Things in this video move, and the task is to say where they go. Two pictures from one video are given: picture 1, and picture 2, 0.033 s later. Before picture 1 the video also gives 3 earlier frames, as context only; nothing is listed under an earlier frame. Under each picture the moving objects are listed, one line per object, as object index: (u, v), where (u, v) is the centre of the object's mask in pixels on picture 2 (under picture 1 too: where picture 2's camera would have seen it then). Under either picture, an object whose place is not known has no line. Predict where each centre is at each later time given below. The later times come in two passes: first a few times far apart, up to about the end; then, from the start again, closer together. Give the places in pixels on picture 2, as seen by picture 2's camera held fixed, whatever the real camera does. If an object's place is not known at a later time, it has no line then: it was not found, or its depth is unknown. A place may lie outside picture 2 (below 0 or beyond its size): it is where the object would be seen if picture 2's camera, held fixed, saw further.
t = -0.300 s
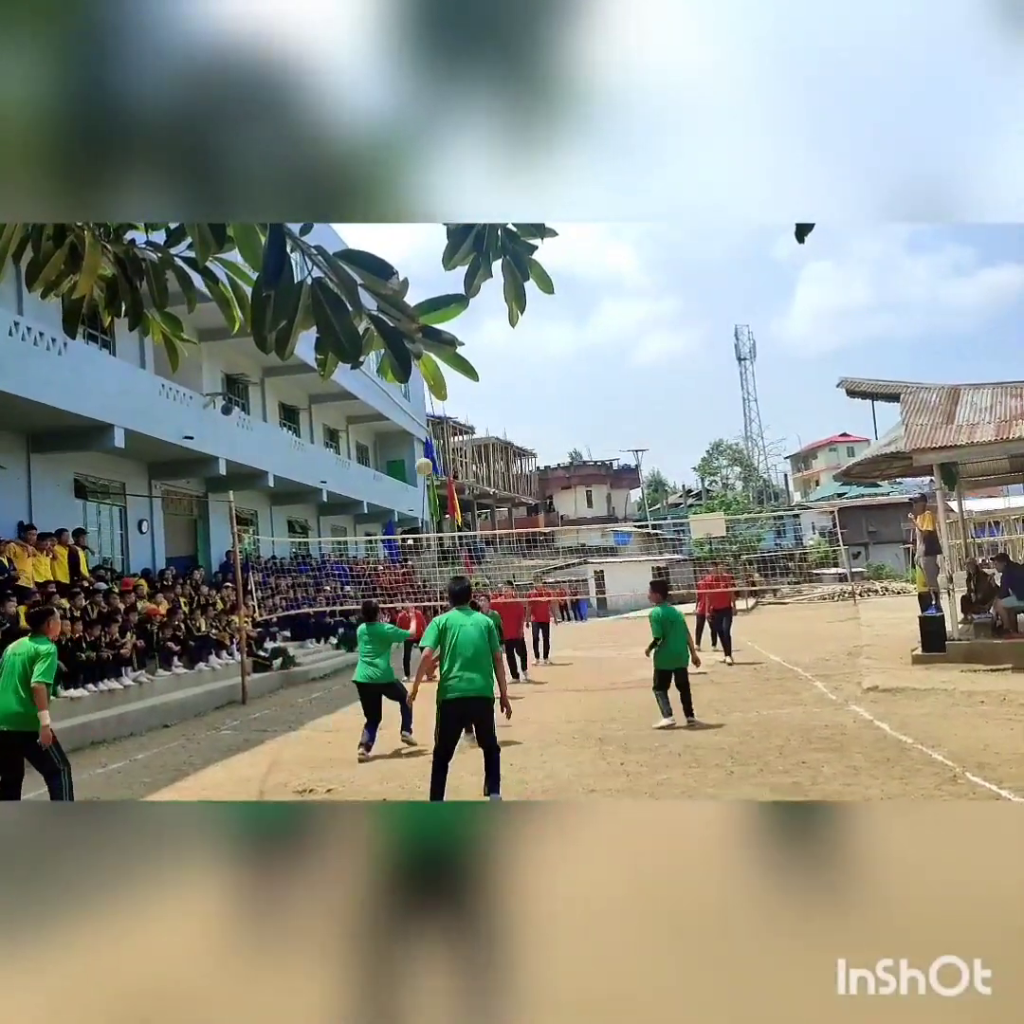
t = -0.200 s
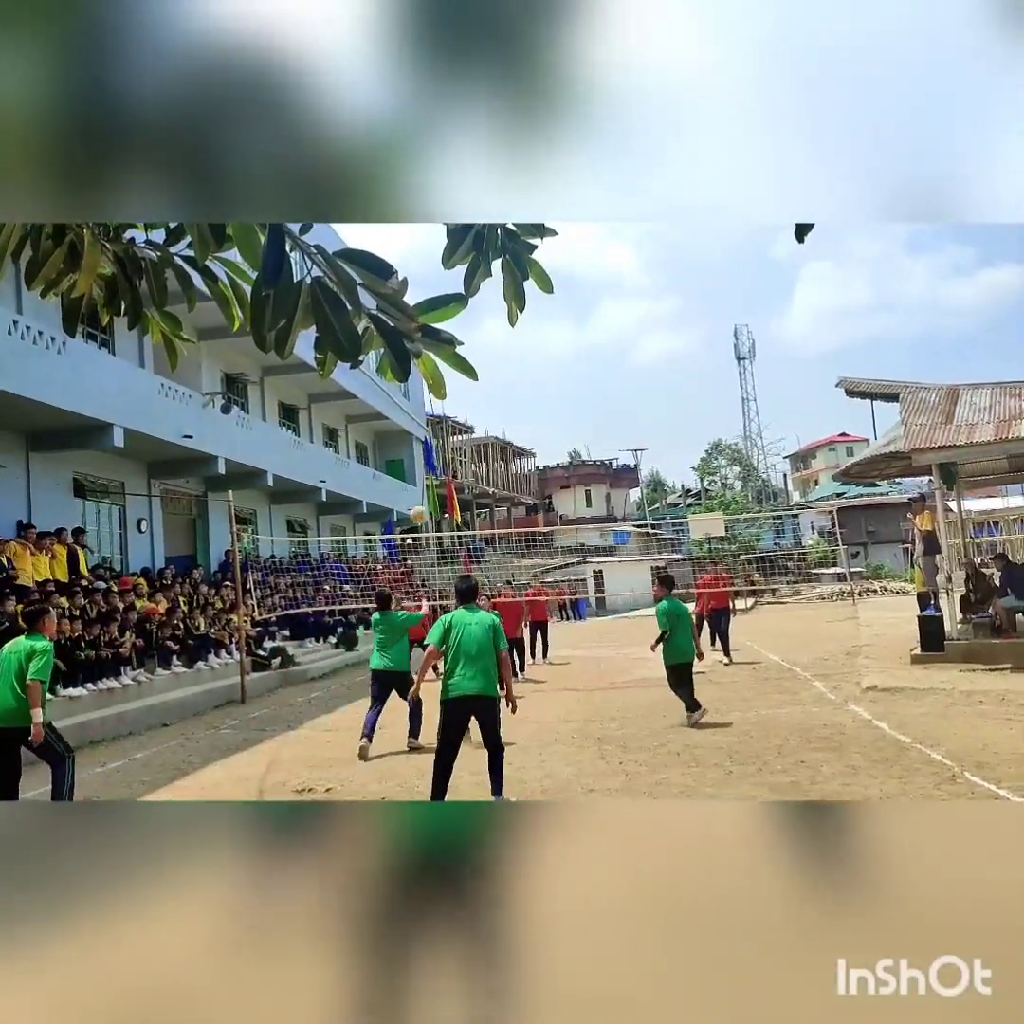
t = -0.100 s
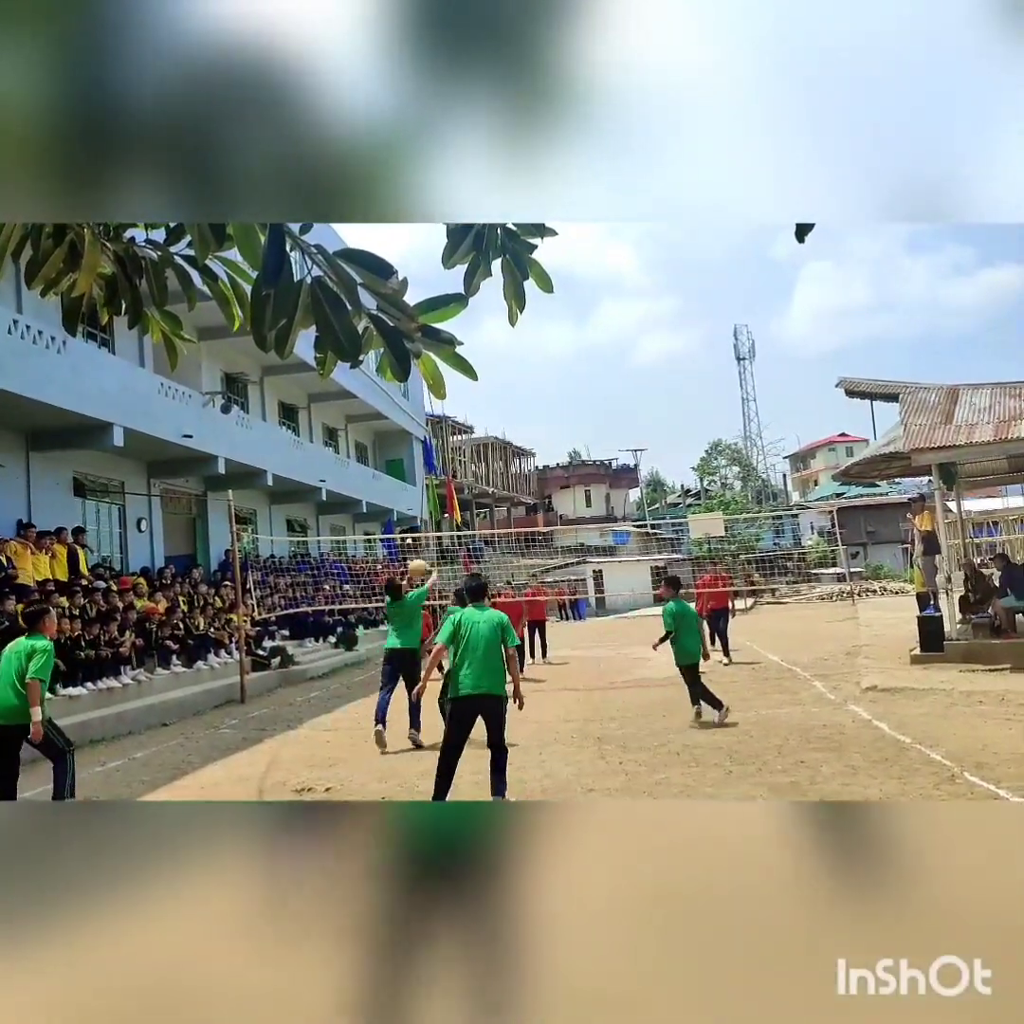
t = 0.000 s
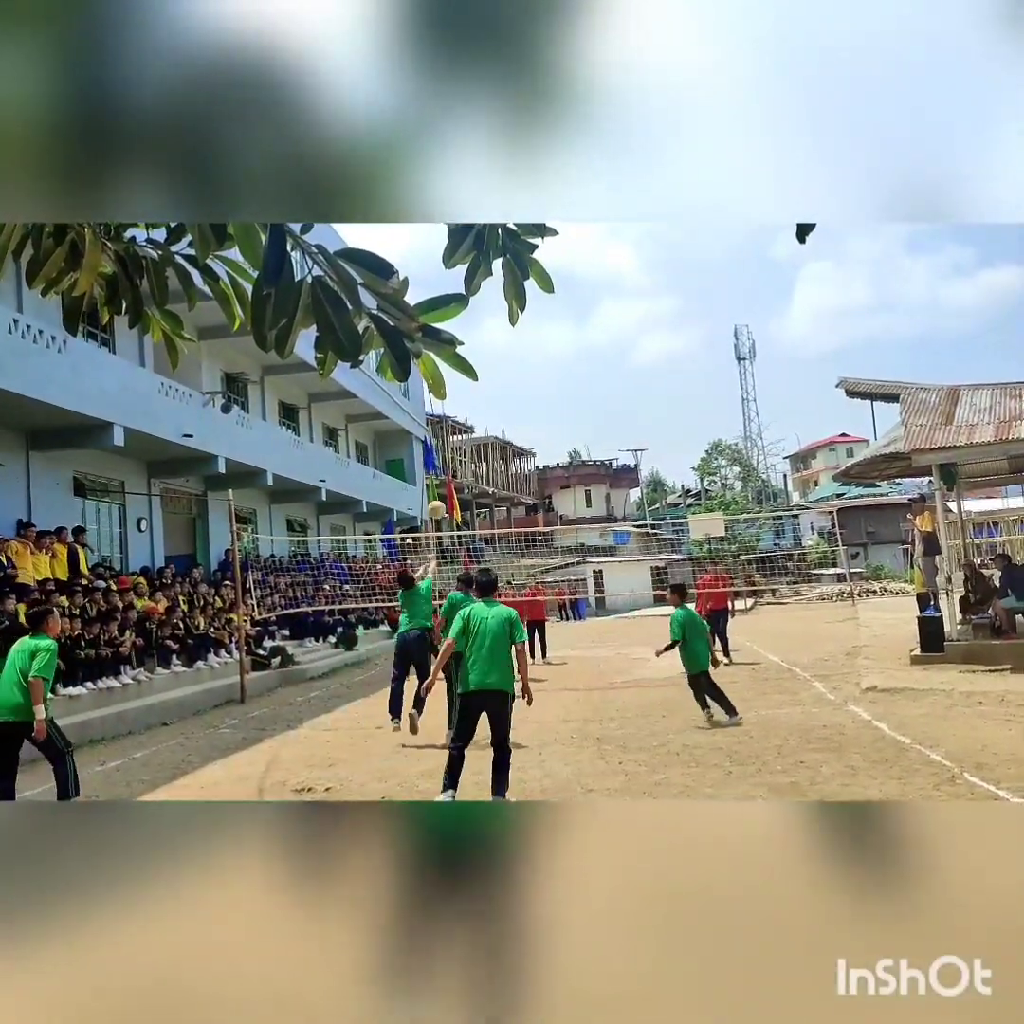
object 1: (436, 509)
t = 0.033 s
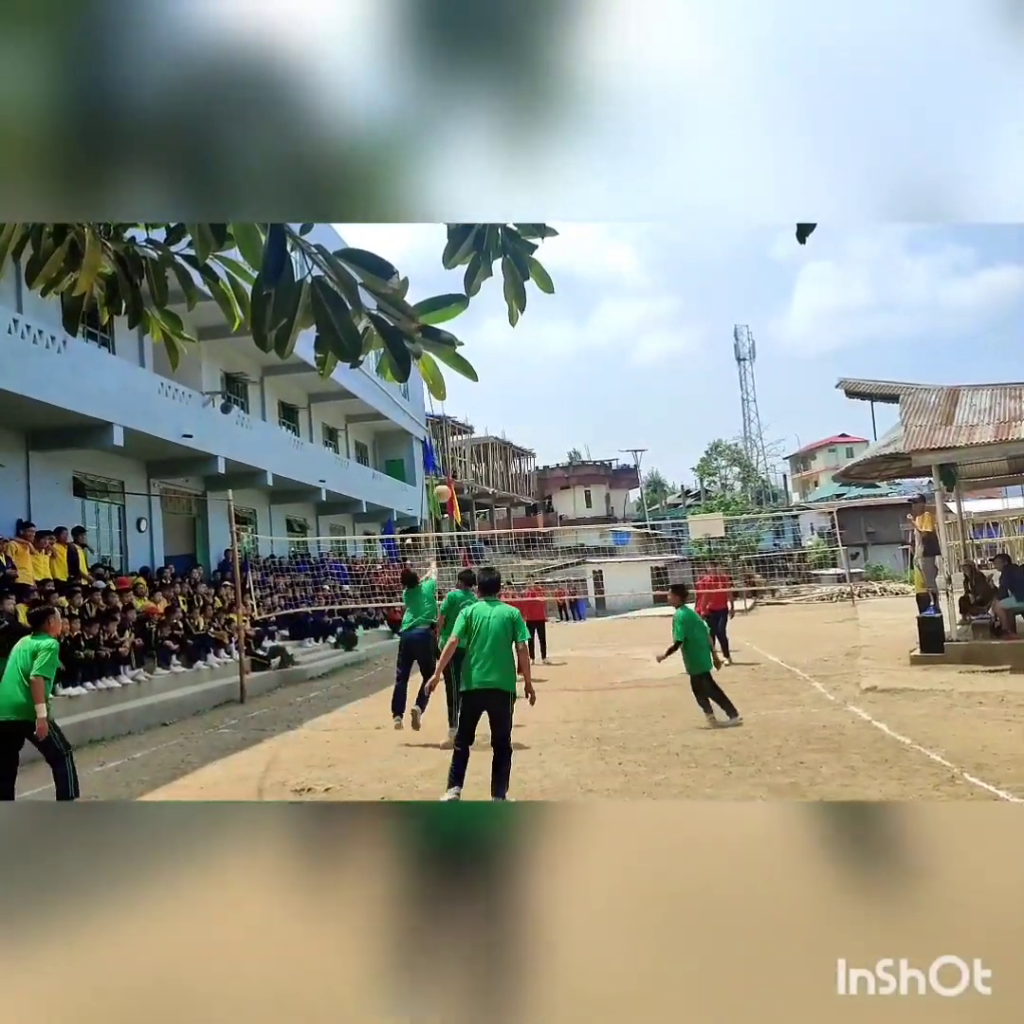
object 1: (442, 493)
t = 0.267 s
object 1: (477, 425)
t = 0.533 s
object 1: (510, 409)
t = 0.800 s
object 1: (538, 436)
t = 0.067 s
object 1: (447, 479)
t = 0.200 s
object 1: (469, 435)
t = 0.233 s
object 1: (473, 430)
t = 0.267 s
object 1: (477, 425)
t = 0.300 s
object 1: (481, 420)
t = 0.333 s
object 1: (486, 416)
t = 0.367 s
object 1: (490, 412)
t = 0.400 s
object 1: (494, 410)
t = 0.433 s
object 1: (498, 409)
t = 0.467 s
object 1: (502, 408)
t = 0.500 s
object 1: (506, 408)
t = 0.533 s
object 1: (510, 409)
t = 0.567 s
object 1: (513, 410)
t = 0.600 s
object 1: (517, 412)
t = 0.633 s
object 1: (521, 415)
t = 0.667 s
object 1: (525, 418)
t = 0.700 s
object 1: (528, 422)
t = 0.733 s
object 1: (532, 426)
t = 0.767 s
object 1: (535, 430)
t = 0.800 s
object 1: (538, 436)
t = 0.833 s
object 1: (542, 441)
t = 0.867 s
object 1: (546, 447)
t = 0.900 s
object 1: (549, 454)
